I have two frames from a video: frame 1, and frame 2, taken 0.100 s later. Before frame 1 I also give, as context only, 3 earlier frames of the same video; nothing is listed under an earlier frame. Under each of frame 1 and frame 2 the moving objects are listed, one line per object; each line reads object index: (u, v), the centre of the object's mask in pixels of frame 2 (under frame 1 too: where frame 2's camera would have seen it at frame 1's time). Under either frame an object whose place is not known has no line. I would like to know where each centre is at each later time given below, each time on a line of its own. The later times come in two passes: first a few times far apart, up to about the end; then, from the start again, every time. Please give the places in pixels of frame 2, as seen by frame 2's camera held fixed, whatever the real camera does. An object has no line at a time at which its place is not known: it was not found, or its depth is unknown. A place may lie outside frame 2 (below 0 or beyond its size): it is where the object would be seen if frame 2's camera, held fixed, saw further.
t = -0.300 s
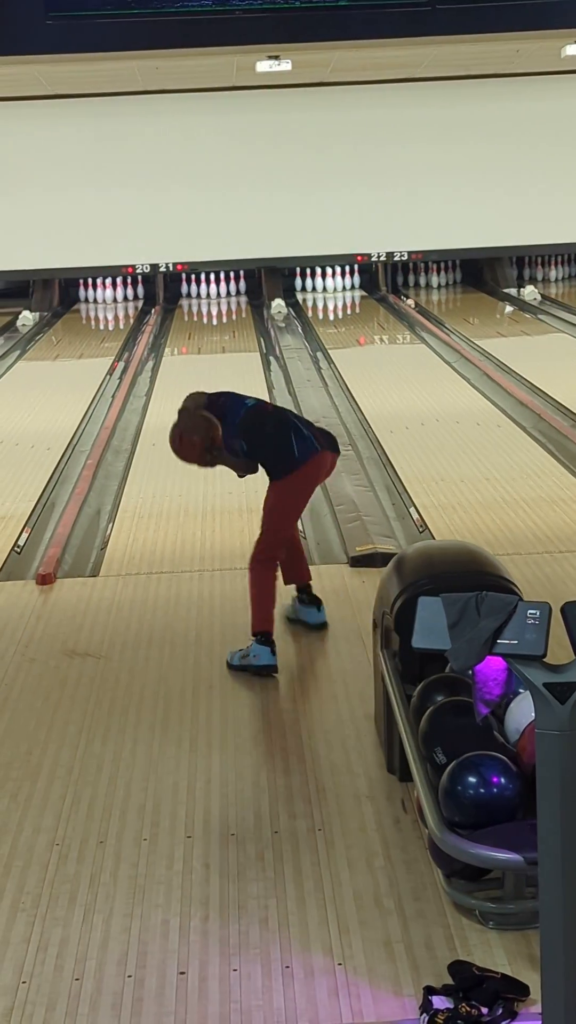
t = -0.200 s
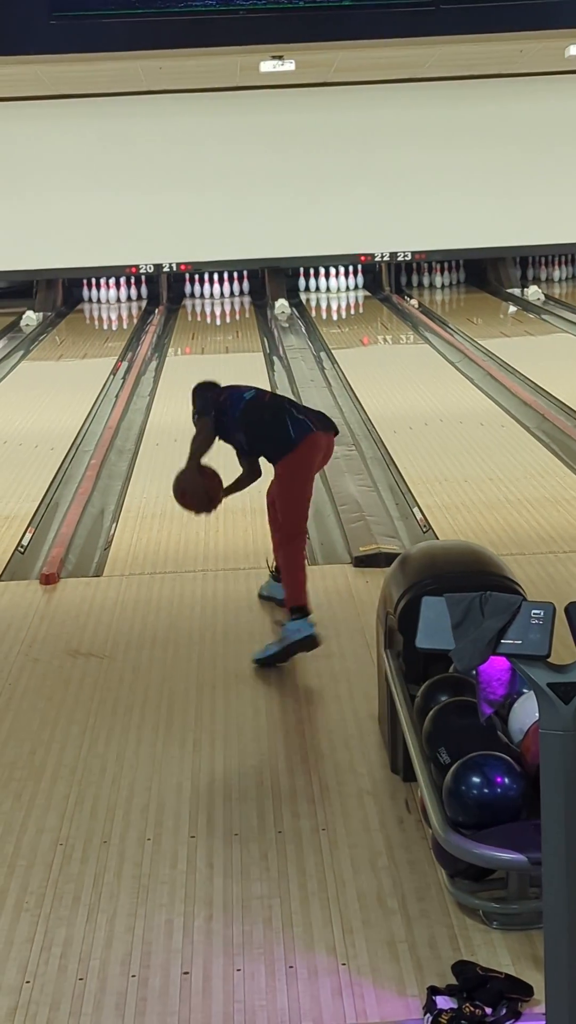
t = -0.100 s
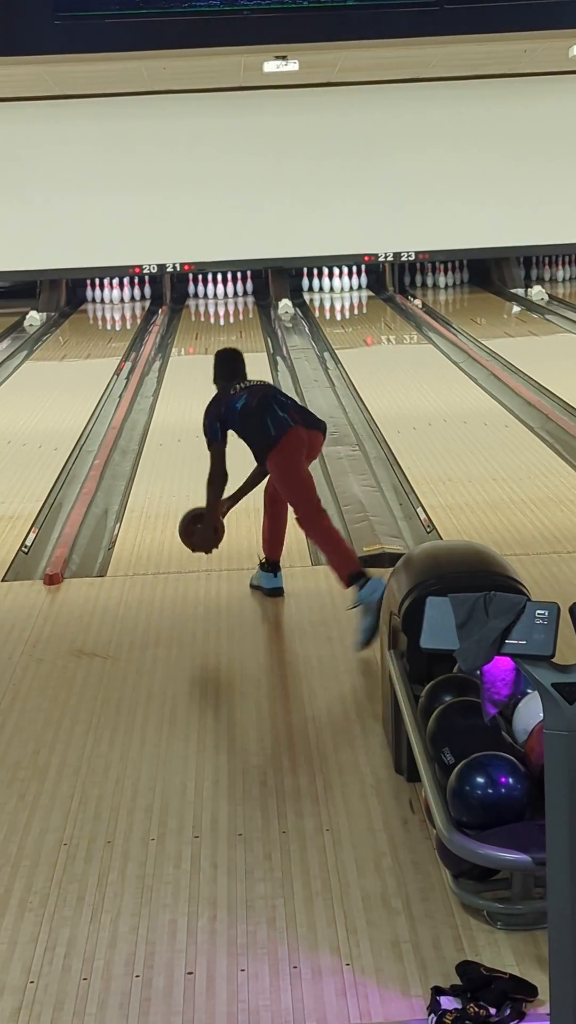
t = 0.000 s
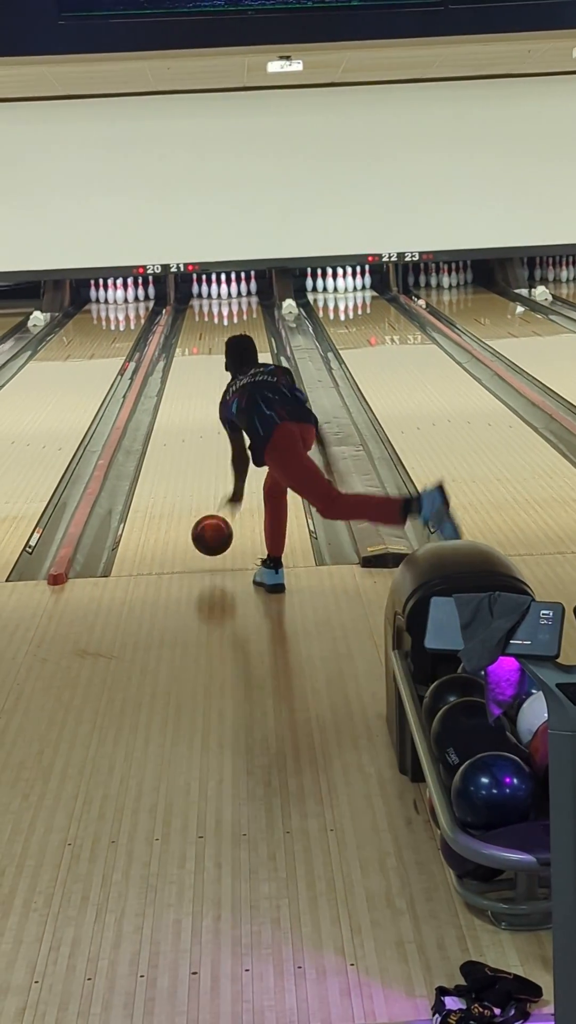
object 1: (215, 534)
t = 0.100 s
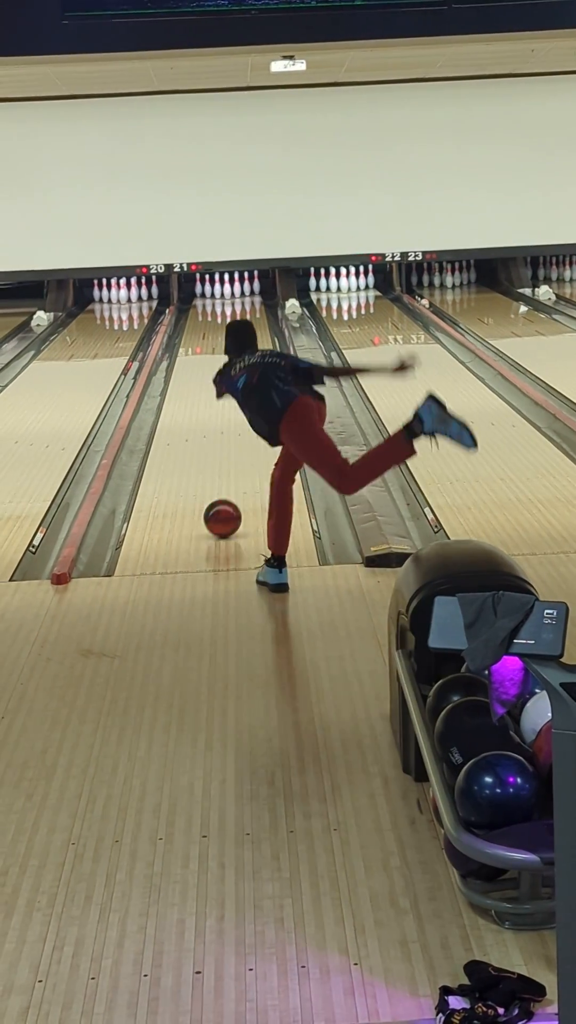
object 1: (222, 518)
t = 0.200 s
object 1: (228, 491)
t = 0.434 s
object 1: (237, 442)
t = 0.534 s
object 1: (239, 425)
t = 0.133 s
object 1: (224, 509)
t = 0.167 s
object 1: (226, 500)
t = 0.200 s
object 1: (228, 491)
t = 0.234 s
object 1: (229, 483)
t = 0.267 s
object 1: (231, 475)
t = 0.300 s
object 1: (232, 468)
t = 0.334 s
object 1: (233, 461)
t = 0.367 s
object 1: (234, 455)
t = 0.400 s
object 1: (235, 448)
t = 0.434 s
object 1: (237, 442)
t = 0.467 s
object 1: (238, 436)
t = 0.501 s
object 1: (239, 431)
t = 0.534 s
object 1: (239, 425)
